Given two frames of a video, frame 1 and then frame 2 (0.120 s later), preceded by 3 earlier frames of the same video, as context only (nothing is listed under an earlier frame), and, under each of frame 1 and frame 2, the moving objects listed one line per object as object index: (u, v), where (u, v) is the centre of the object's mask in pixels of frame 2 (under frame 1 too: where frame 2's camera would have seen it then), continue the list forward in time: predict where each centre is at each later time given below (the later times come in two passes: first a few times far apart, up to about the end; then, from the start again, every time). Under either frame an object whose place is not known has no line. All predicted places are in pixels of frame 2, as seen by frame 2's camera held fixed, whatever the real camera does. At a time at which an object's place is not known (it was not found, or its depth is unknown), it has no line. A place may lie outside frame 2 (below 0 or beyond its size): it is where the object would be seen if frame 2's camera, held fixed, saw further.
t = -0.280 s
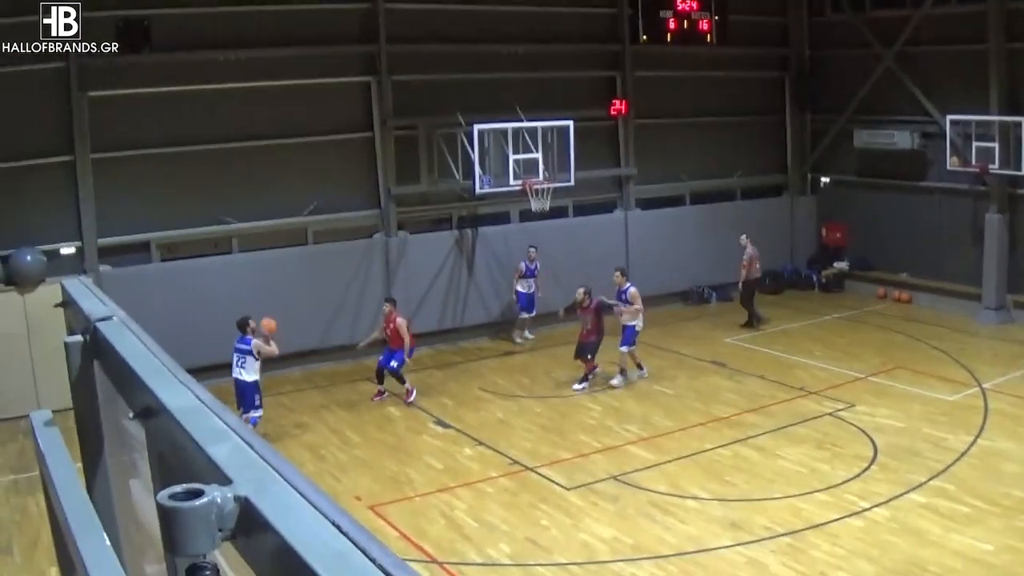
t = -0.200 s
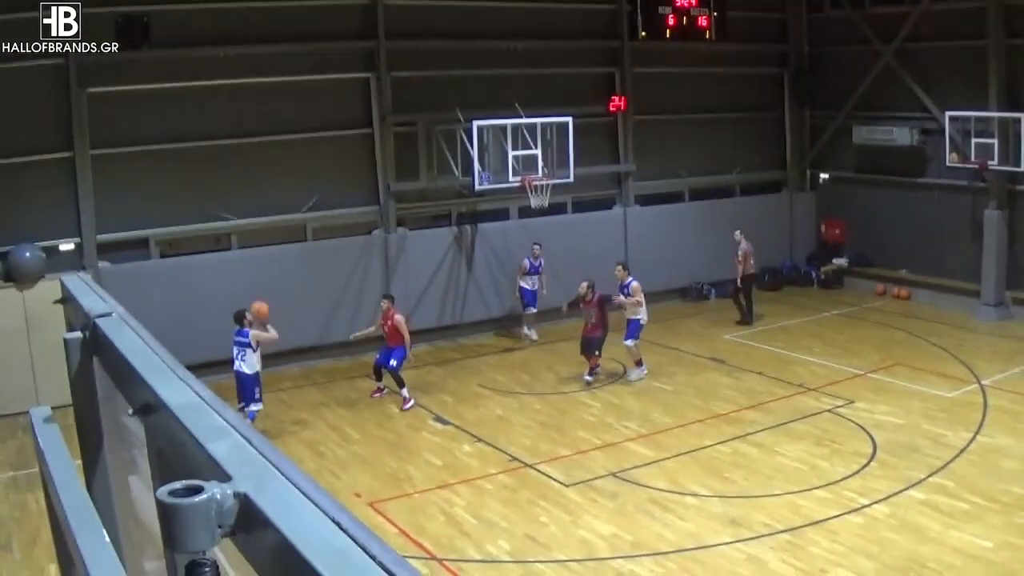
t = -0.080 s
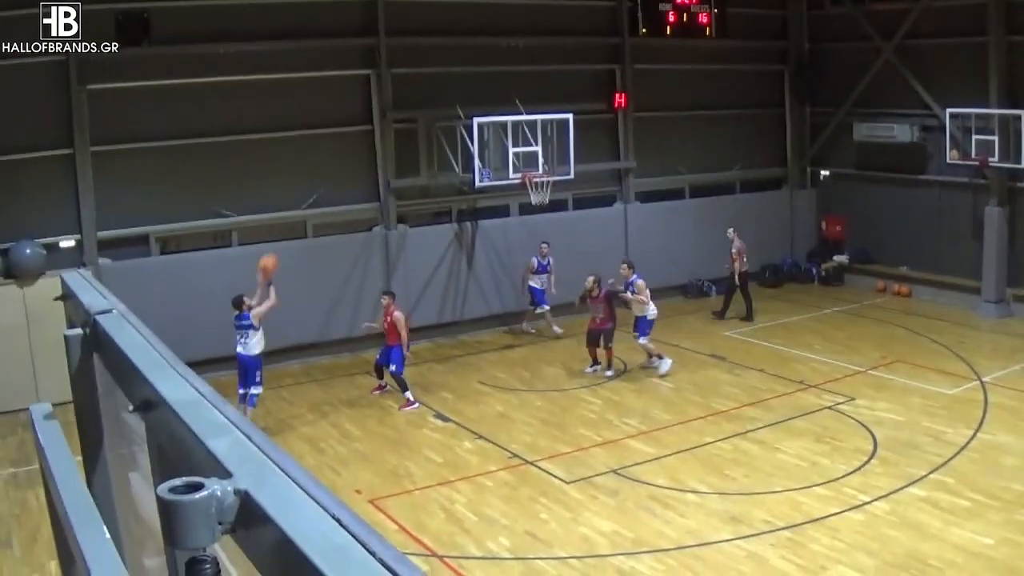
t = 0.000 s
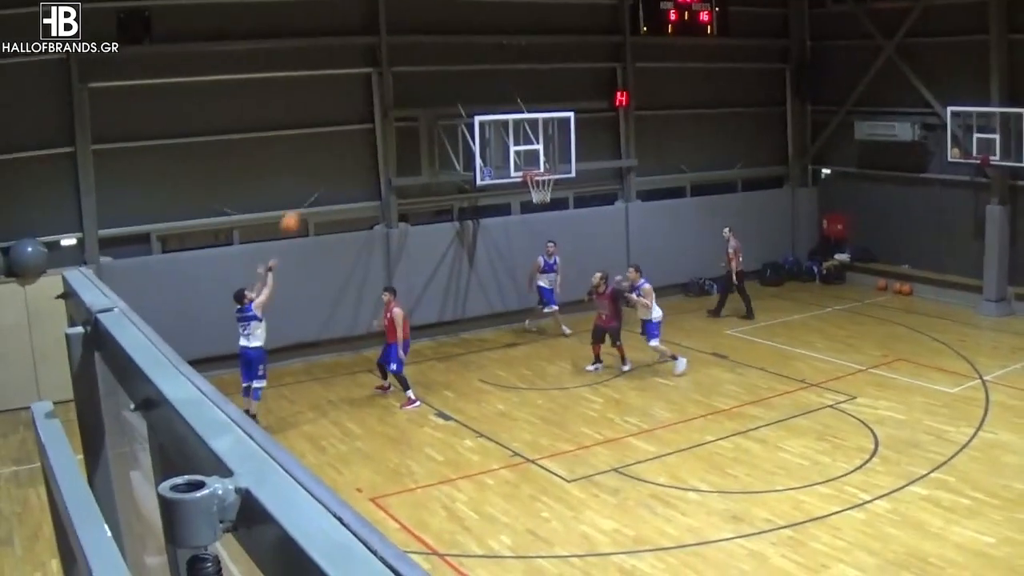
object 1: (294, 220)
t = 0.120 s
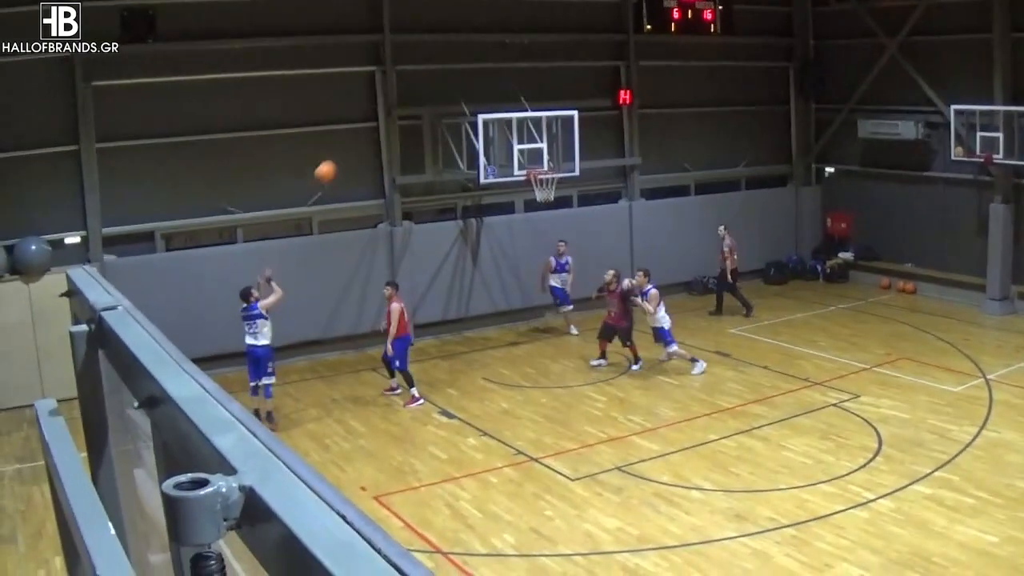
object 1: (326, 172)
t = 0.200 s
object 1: (346, 145)
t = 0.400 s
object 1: (398, 101)
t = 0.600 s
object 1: (447, 88)
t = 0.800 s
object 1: (494, 102)
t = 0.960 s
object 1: (530, 130)
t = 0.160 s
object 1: (336, 158)
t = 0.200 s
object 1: (346, 145)
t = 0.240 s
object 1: (356, 134)
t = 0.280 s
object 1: (367, 124)
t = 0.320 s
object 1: (378, 115)
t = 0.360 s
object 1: (388, 108)
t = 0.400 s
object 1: (398, 101)
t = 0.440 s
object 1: (408, 96)
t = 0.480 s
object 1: (418, 92)
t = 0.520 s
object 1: (427, 90)
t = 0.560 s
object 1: (437, 88)
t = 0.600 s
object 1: (447, 88)
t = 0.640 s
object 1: (456, 89)
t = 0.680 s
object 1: (466, 91)
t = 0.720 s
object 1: (476, 93)
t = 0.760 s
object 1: (485, 97)
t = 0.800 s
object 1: (494, 102)
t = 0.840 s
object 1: (503, 106)
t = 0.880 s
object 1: (512, 113)
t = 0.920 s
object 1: (523, 123)
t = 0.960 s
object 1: (530, 130)
